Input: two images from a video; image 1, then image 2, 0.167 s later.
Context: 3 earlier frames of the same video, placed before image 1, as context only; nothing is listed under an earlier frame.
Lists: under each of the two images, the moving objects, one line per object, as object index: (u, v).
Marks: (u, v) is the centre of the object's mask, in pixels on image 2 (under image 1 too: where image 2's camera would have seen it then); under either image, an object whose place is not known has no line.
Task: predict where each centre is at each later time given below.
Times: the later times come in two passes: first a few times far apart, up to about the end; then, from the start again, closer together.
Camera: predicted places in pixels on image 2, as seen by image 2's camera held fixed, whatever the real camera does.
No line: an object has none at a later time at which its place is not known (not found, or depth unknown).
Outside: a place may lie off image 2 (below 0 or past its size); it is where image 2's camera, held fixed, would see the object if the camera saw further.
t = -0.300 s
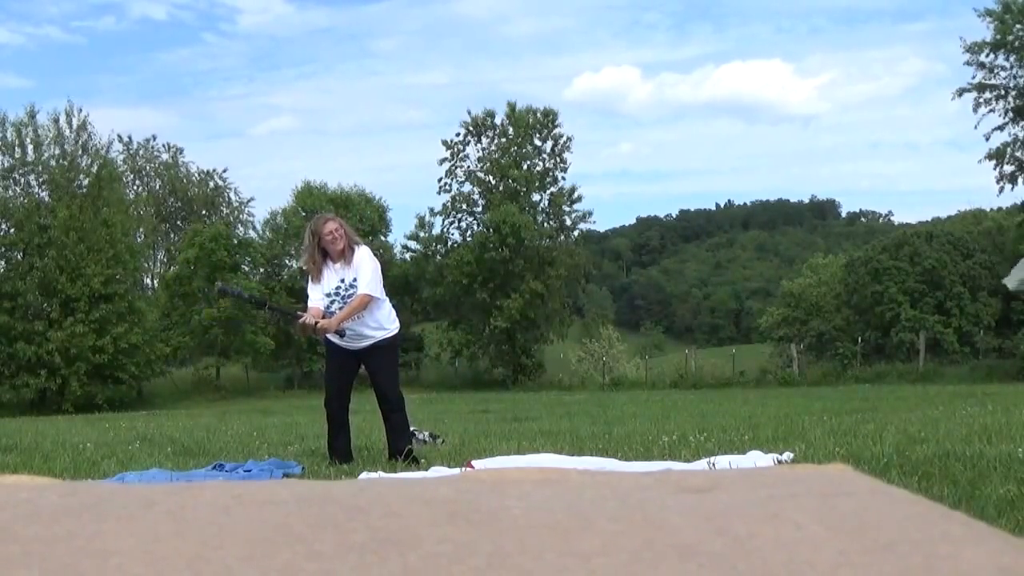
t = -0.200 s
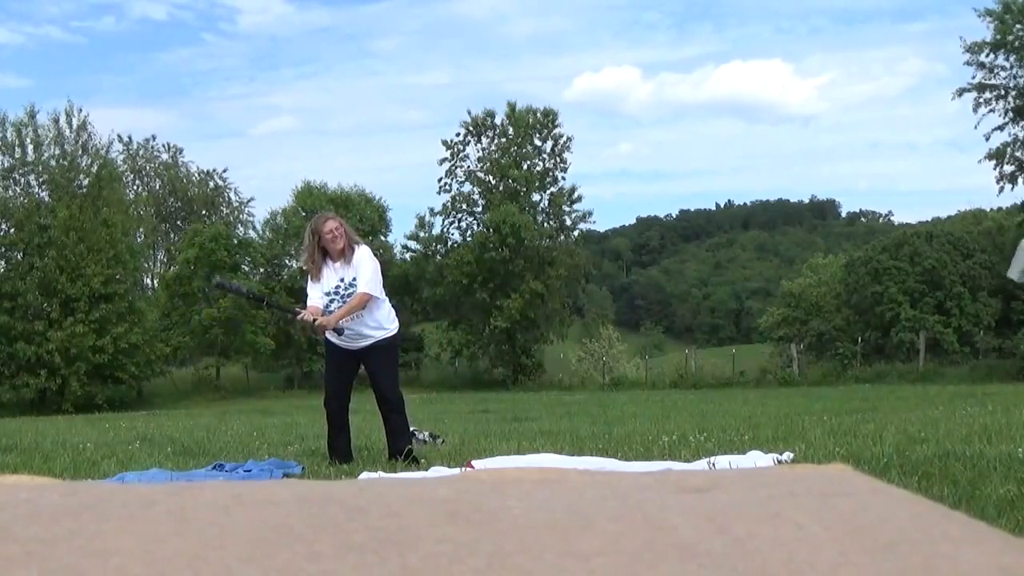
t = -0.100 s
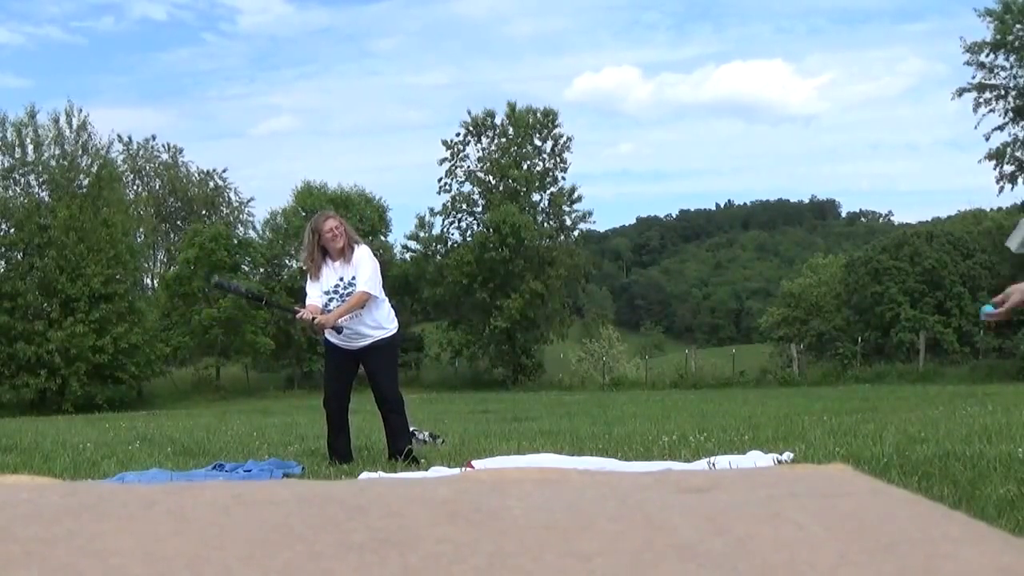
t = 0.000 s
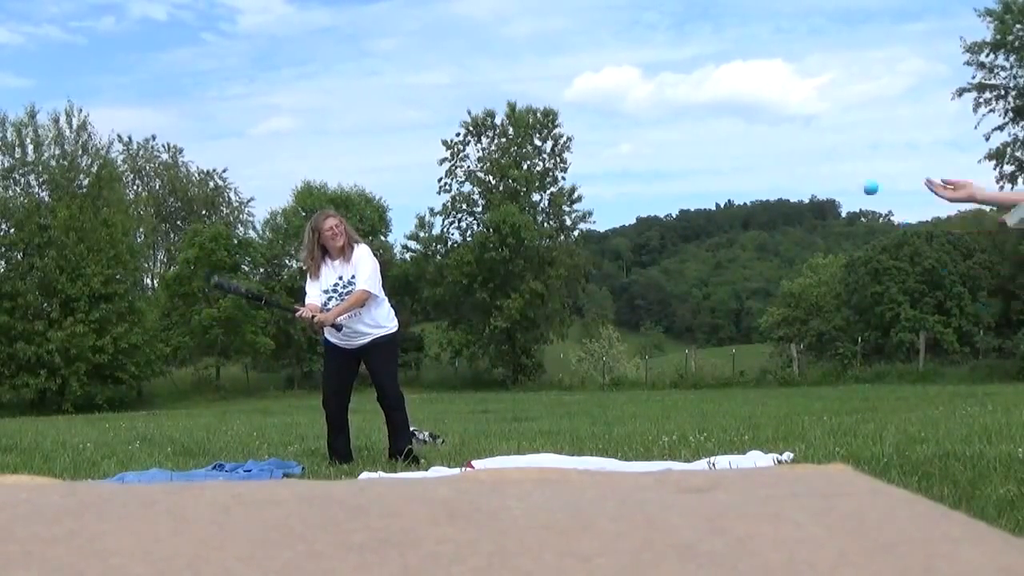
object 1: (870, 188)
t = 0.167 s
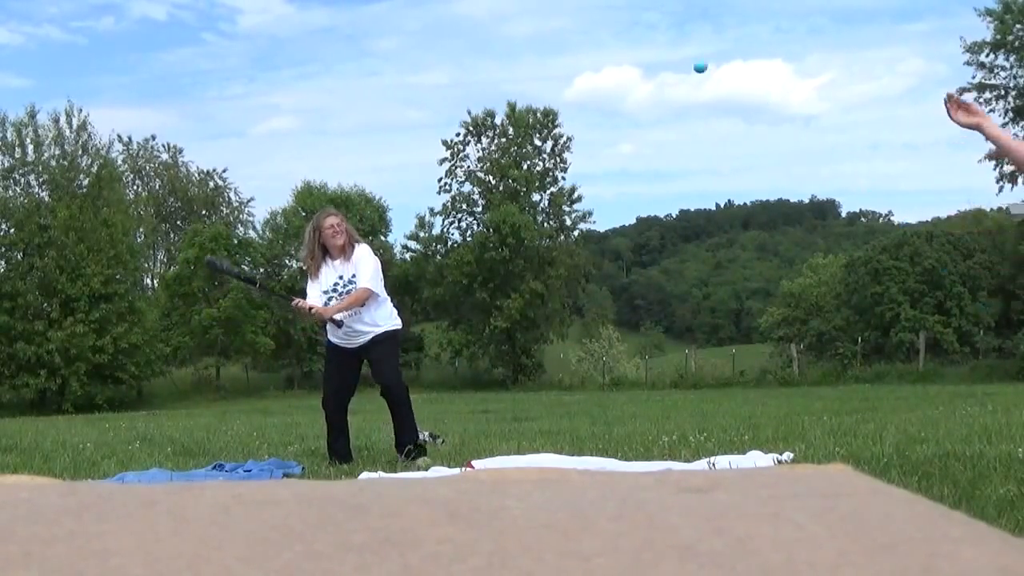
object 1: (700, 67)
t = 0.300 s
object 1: (585, 37)
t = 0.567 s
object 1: (399, 106)
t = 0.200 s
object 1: (670, 55)
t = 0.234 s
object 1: (640, 45)
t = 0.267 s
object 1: (613, 40)
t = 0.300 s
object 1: (585, 37)
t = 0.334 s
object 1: (559, 36)
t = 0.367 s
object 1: (534, 39)
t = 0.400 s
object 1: (509, 44)
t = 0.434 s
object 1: (486, 52)
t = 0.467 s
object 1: (463, 62)
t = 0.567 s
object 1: (399, 106)
